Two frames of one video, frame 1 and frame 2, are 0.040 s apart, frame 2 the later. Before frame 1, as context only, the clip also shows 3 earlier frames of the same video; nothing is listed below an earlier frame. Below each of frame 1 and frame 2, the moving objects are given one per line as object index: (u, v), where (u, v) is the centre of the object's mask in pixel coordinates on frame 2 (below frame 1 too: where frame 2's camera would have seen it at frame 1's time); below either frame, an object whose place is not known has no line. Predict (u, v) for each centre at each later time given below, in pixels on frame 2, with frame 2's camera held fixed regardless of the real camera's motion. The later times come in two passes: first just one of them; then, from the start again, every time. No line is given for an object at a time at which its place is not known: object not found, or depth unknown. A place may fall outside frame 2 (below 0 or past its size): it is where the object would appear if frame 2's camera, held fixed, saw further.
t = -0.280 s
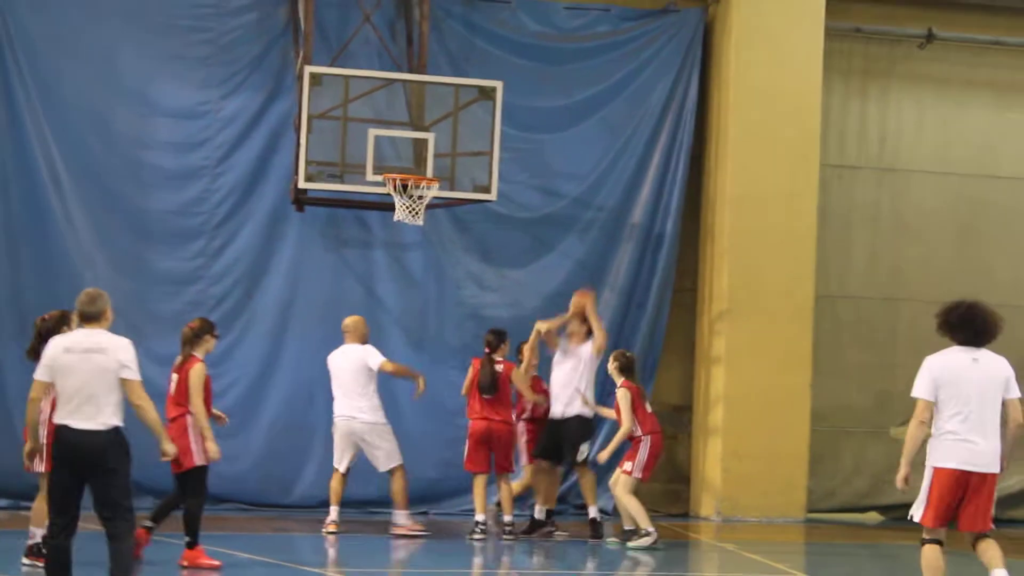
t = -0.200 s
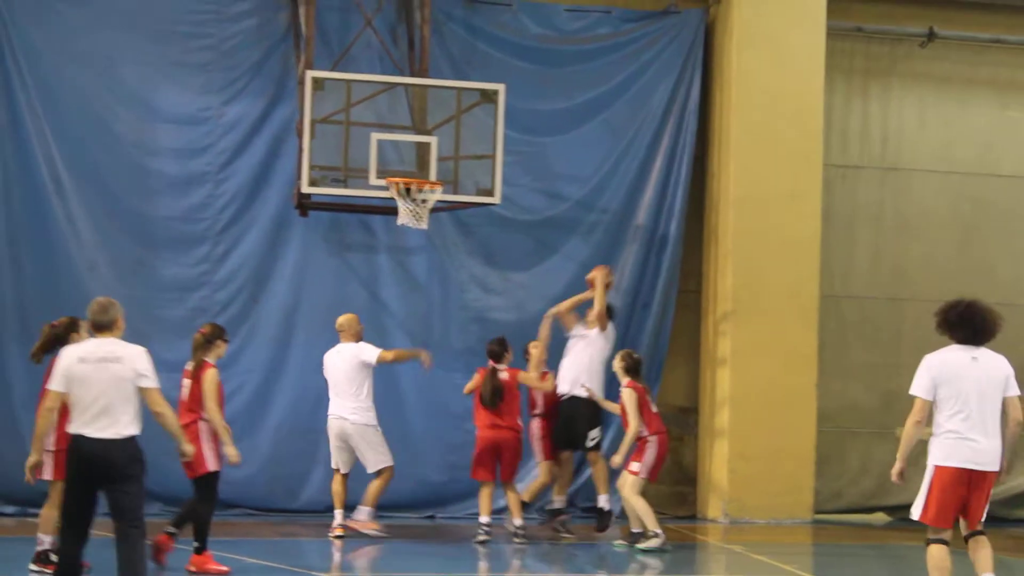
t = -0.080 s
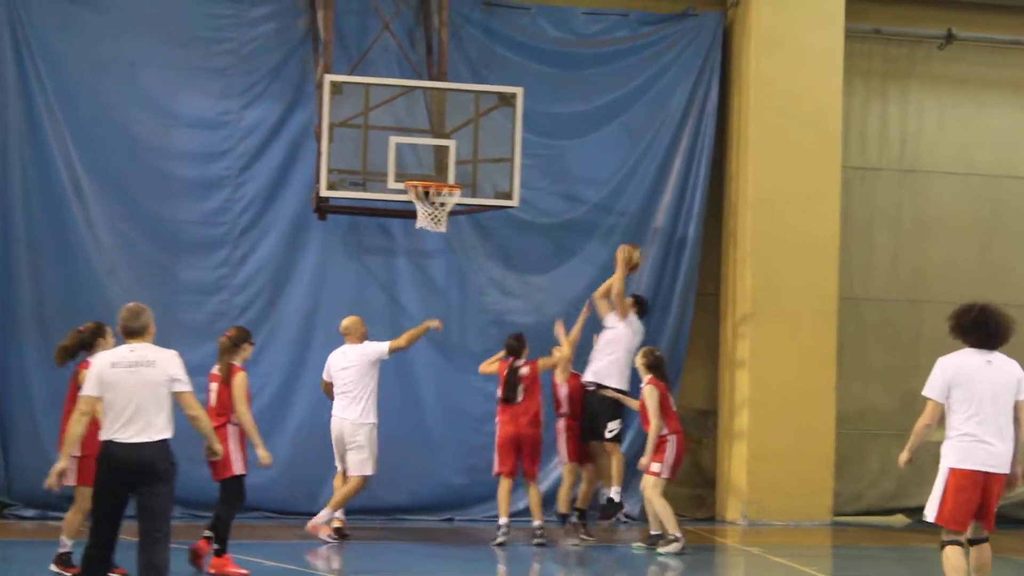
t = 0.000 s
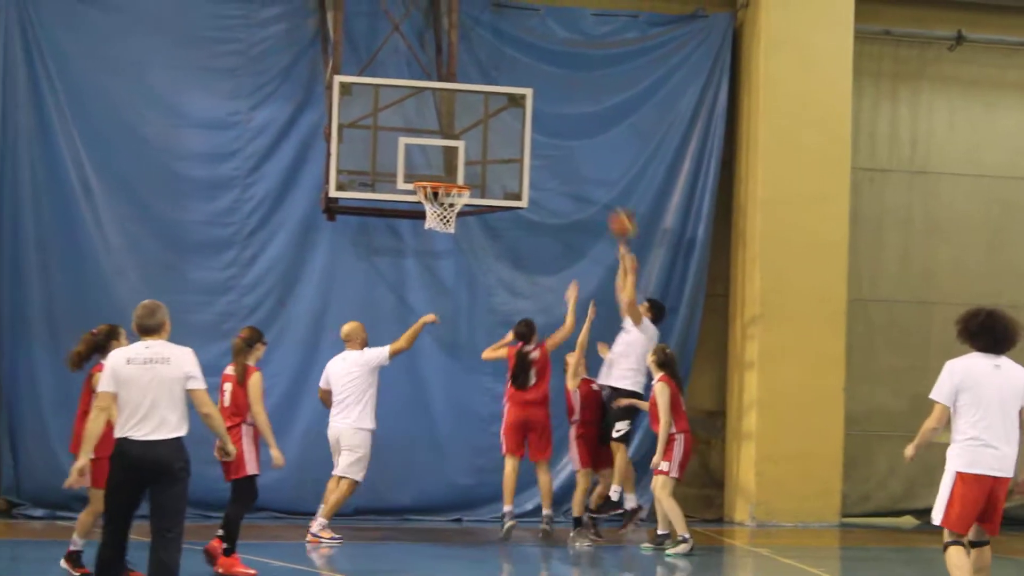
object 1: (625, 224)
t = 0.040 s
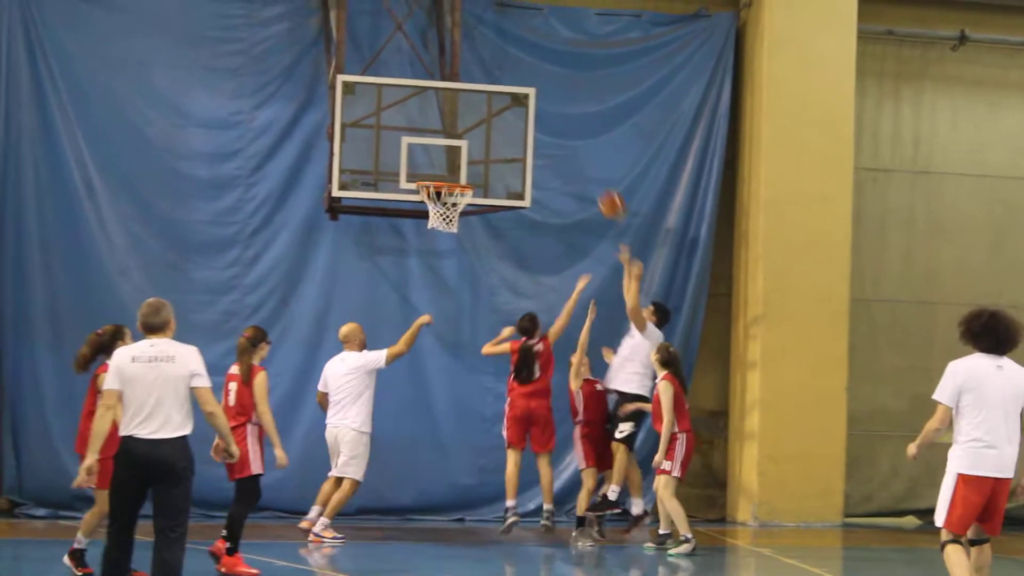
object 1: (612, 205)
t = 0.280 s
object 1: (534, 134)
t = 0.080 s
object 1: (599, 189)
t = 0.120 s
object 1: (586, 174)
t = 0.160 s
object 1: (573, 161)
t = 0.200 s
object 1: (560, 151)
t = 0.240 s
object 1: (547, 141)
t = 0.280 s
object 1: (534, 134)
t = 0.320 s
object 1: (520, 128)
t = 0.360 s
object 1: (508, 125)
